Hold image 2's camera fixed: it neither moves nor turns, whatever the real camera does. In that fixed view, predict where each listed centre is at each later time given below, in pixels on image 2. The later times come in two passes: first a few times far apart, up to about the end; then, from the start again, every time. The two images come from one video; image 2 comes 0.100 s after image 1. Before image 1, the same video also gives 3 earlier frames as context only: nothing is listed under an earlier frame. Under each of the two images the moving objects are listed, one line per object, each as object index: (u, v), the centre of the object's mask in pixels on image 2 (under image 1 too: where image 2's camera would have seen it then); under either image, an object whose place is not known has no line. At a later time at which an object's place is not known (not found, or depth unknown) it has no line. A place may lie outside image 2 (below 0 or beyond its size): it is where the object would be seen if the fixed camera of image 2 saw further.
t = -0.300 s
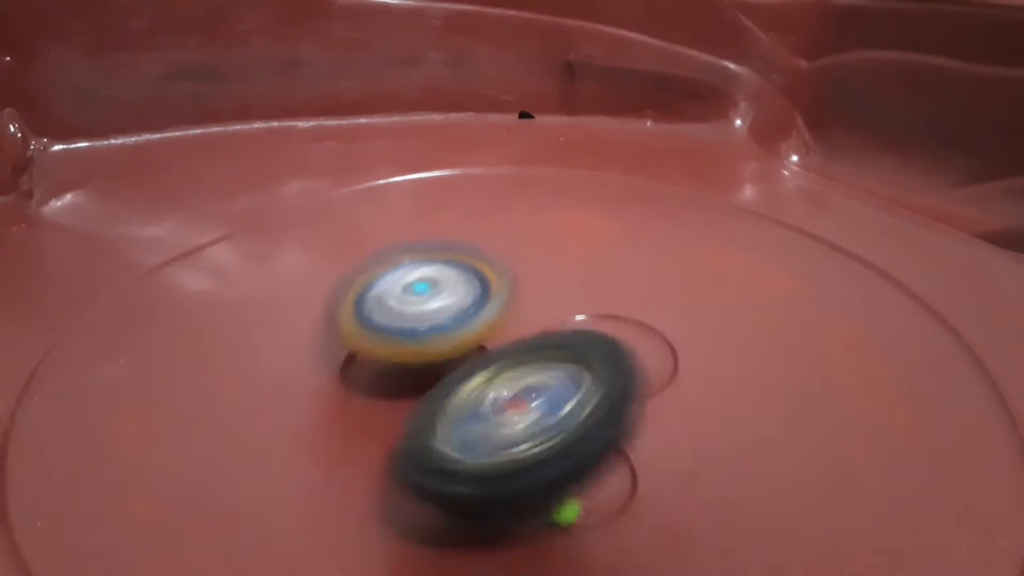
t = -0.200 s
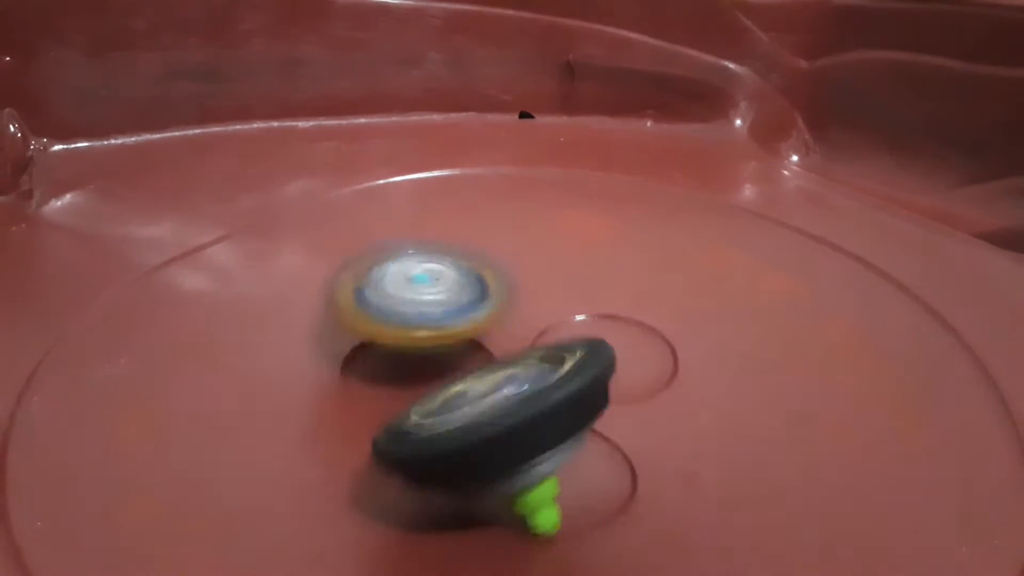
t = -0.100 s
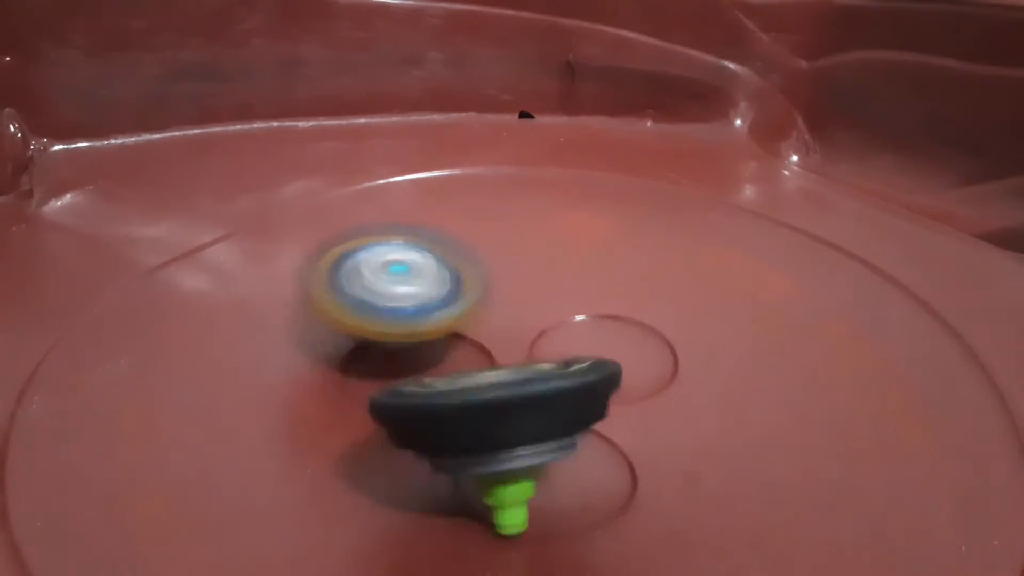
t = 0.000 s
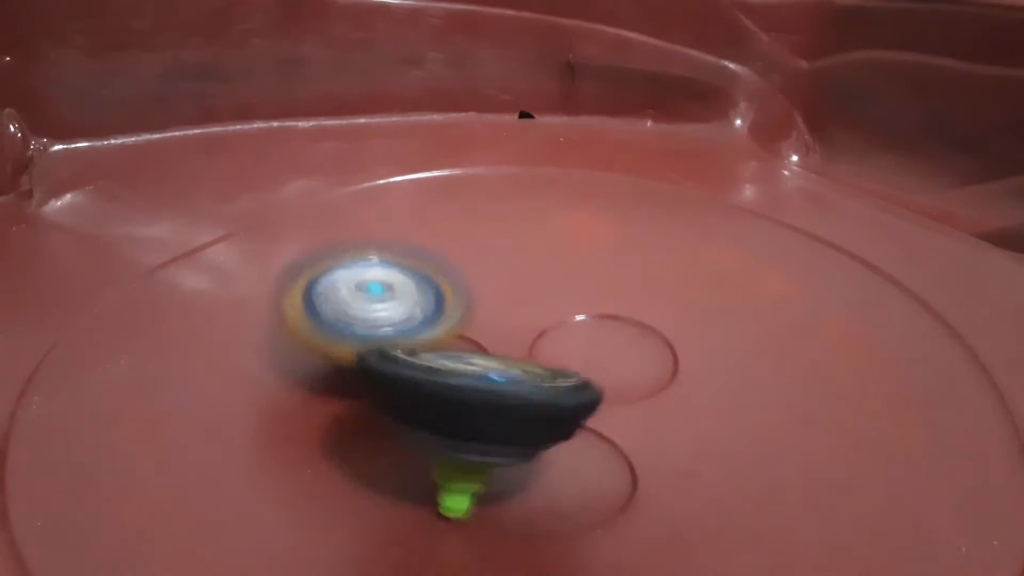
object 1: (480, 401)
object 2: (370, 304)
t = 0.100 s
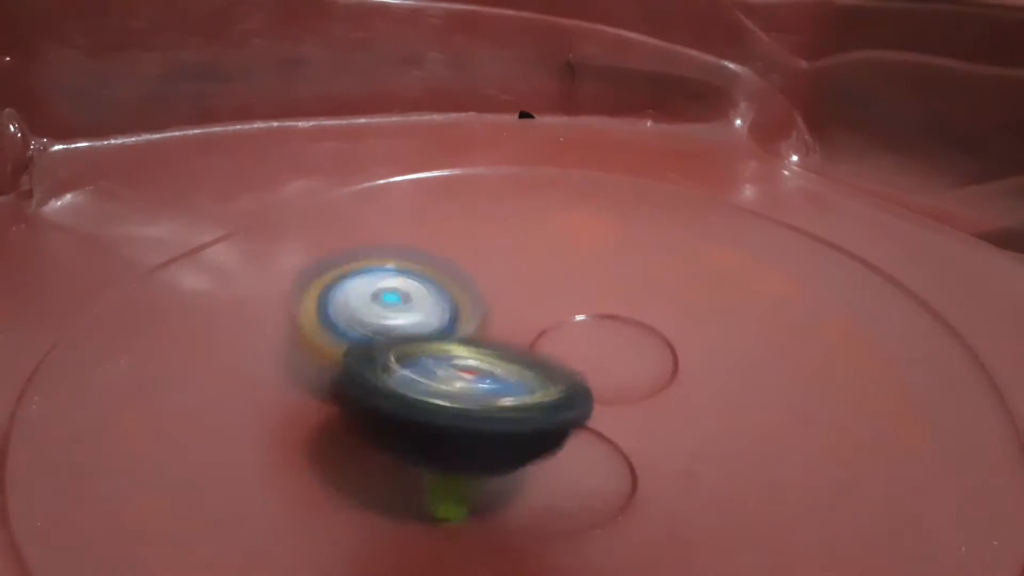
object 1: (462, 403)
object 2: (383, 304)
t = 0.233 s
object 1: (457, 395)
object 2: (433, 290)
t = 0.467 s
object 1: (486, 362)
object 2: (401, 279)
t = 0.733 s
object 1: (557, 418)
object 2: (462, 313)
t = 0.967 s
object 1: (547, 395)
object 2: (429, 291)
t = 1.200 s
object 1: (558, 385)
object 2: (386, 312)
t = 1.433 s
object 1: (598, 443)
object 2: (426, 312)
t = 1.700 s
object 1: (635, 461)
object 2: (412, 318)
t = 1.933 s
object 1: (577, 410)
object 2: (395, 316)
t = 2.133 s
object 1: (561, 354)
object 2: (387, 311)
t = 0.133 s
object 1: (466, 408)
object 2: (398, 304)
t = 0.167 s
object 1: (463, 407)
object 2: (404, 299)
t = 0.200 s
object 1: (459, 402)
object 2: (418, 294)
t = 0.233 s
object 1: (457, 395)
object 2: (433, 290)
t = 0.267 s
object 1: (459, 390)
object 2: (442, 286)
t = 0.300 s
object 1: (462, 383)
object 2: (452, 279)
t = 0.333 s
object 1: (464, 377)
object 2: (456, 273)
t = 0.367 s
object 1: (467, 371)
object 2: (455, 267)
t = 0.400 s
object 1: (467, 367)
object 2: (446, 262)
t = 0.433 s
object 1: (475, 363)
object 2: (421, 267)
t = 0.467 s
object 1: (486, 362)
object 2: (401, 279)
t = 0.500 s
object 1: (494, 375)
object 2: (407, 284)
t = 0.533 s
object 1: (504, 389)
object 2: (419, 290)
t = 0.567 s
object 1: (514, 400)
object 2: (426, 296)
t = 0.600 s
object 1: (521, 404)
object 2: (435, 302)
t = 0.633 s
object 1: (532, 413)
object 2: (444, 306)
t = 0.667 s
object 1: (539, 420)
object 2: (452, 309)
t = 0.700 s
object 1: (548, 421)
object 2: (460, 312)
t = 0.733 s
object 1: (557, 418)
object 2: (462, 313)
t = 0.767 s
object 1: (561, 408)
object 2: (459, 315)
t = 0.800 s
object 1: (560, 401)
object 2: (458, 314)
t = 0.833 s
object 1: (561, 397)
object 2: (456, 313)
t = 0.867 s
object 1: (563, 400)
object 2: (453, 312)
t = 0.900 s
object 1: (561, 403)
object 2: (445, 303)
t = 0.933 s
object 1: (555, 399)
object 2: (440, 287)
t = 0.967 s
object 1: (547, 395)
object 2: (429, 291)
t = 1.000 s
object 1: (544, 391)
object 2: (415, 290)
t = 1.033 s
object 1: (547, 387)
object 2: (404, 289)
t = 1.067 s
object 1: (548, 383)
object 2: (393, 295)
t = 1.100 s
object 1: (549, 378)
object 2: (387, 301)
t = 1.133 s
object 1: (550, 374)
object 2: (384, 304)
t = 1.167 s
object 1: (554, 378)
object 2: (383, 309)
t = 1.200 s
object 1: (558, 385)
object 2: (386, 312)
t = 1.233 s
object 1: (565, 391)
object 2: (390, 317)
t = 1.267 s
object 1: (567, 401)
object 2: (397, 320)
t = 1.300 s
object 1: (568, 404)
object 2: (404, 320)
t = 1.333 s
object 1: (570, 406)
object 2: (413, 324)
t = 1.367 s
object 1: (570, 407)
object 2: (420, 327)
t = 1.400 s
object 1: (583, 430)
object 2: (426, 323)
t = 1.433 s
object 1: (598, 443)
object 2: (426, 312)
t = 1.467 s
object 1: (614, 455)
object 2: (427, 309)
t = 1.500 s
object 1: (622, 462)
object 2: (421, 306)
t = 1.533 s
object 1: (631, 467)
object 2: (419, 306)
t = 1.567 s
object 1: (643, 480)
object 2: (416, 306)
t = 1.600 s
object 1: (635, 472)
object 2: (417, 308)
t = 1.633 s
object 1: (637, 455)
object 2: (412, 311)
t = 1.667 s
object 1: (639, 462)
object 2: (413, 315)
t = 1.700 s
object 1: (635, 461)
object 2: (412, 318)
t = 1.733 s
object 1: (631, 465)
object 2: (415, 321)
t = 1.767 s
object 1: (620, 461)
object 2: (417, 325)
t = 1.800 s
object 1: (607, 454)
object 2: (420, 330)
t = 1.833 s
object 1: (592, 441)
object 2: (419, 334)
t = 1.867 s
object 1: (578, 424)
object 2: (416, 333)
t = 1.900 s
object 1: (576, 415)
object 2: (405, 325)
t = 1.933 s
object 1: (577, 410)
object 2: (395, 316)
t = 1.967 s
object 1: (576, 402)
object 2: (396, 312)
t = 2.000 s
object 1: (574, 392)
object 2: (395, 311)
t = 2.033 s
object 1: (572, 382)
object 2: (391, 311)
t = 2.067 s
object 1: (569, 372)
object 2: (389, 310)
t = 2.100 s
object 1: (572, 358)
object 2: (388, 310)
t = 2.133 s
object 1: (561, 354)
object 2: (387, 311)
